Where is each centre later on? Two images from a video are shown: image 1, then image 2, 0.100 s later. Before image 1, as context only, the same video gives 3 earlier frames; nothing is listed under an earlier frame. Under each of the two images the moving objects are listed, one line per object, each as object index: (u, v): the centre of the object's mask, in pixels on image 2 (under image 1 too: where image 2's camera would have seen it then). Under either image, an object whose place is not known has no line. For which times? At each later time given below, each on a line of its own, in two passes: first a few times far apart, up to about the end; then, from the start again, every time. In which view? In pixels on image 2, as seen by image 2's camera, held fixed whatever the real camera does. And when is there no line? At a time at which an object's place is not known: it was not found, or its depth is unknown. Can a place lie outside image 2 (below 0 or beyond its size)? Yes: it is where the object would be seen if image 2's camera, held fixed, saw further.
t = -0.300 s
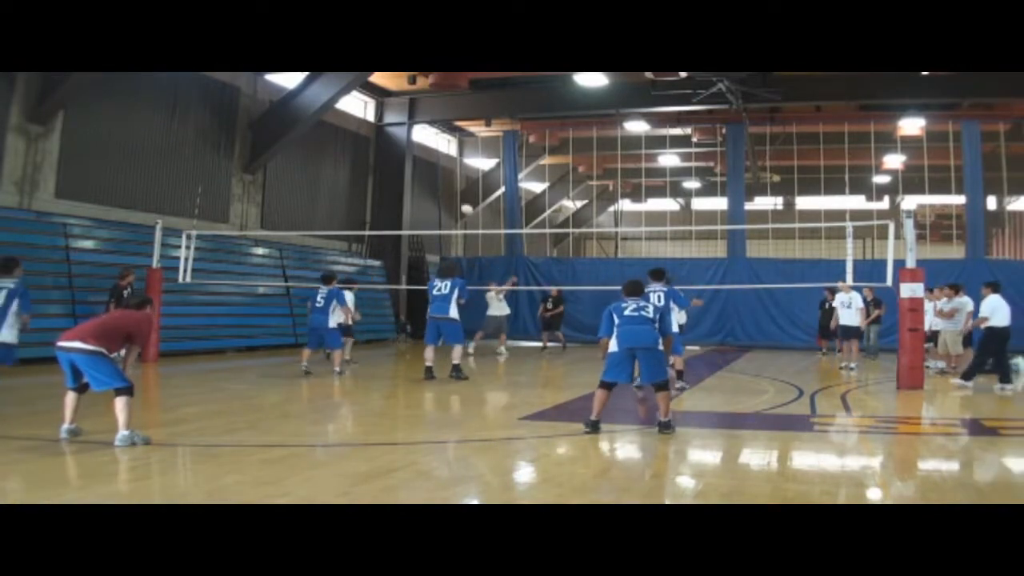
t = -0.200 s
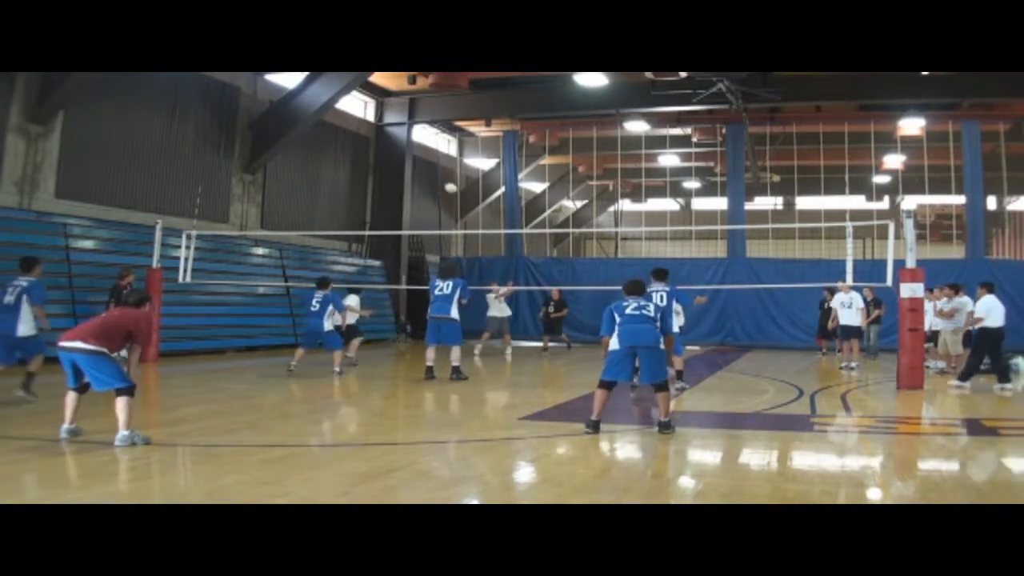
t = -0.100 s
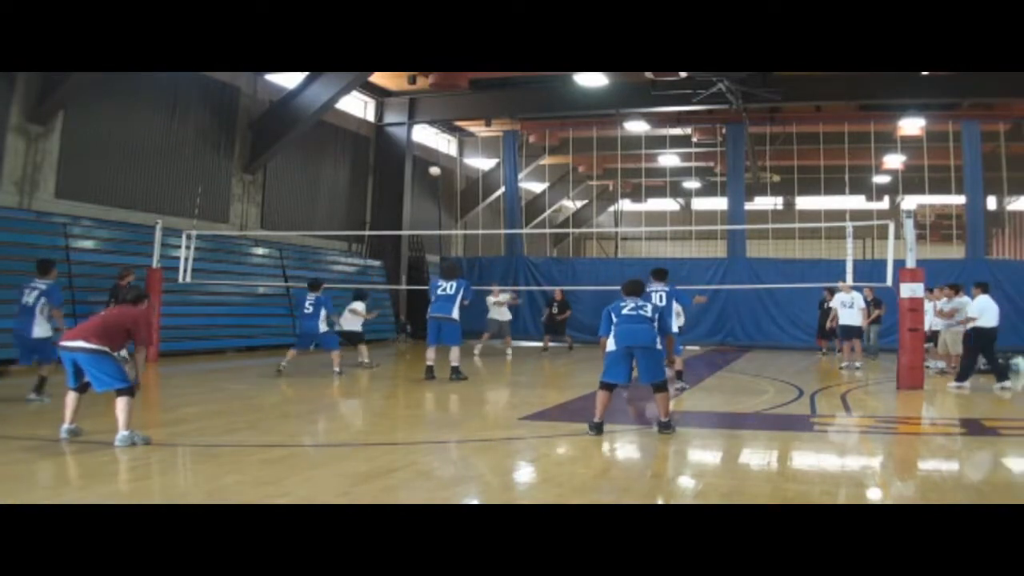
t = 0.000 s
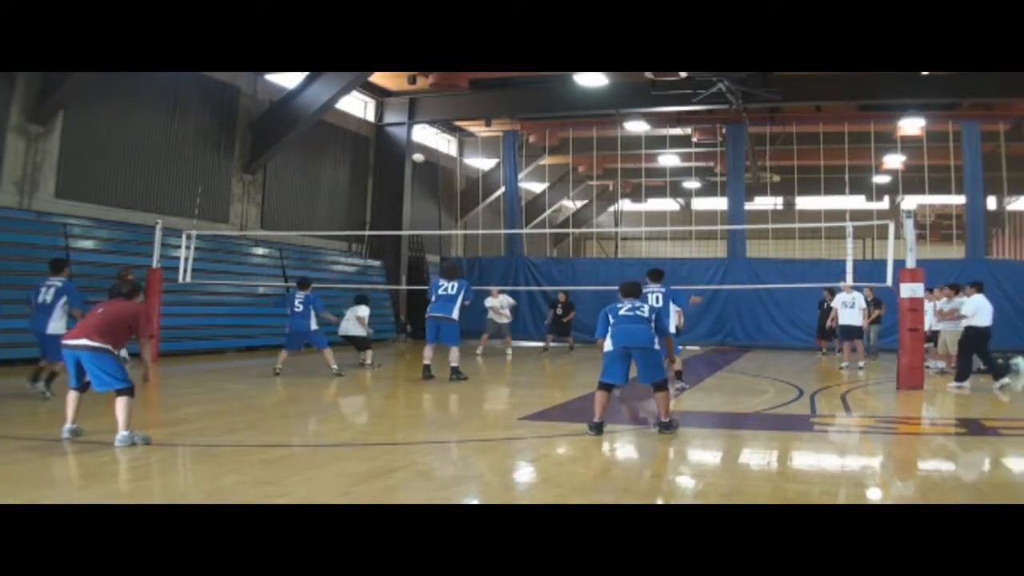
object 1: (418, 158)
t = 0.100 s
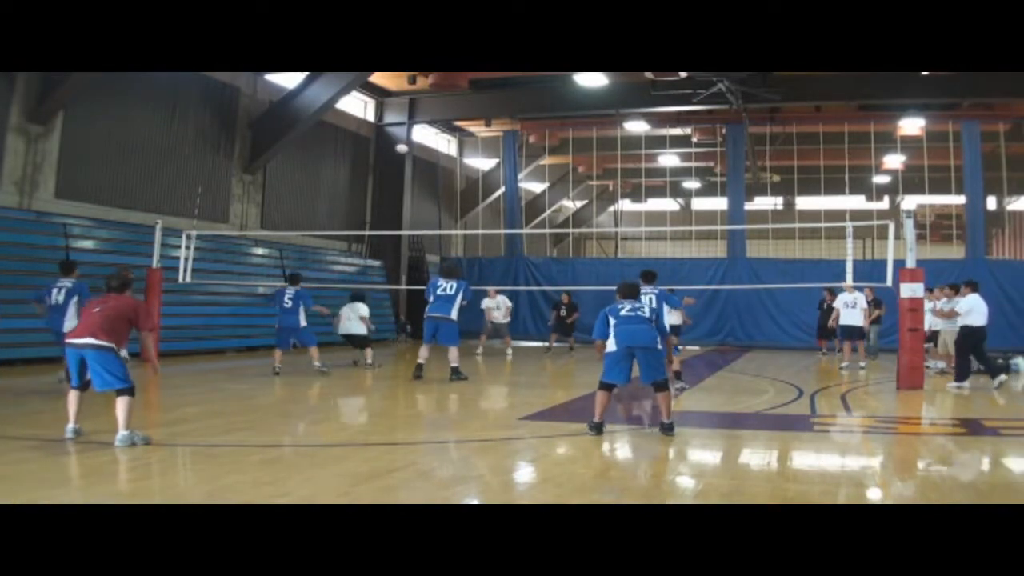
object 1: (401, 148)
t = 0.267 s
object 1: (373, 142)
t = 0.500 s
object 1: (333, 152)
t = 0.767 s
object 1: (286, 191)
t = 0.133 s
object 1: (396, 146)
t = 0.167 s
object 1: (390, 145)
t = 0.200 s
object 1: (384, 143)
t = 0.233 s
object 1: (379, 143)
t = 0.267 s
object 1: (373, 142)
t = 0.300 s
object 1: (368, 142)
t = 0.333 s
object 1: (362, 143)
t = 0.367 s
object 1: (356, 144)
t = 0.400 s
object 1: (350, 145)
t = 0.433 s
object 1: (344, 147)
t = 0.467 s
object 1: (339, 149)
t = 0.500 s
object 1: (333, 152)
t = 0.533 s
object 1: (327, 156)
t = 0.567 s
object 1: (321, 159)
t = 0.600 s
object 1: (315, 163)
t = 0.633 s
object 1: (309, 168)
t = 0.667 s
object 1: (303, 173)
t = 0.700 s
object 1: (297, 179)
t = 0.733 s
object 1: (292, 185)
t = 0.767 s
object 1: (286, 191)
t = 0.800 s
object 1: (280, 198)
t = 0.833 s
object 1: (274, 205)
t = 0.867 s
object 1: (268, 213)
